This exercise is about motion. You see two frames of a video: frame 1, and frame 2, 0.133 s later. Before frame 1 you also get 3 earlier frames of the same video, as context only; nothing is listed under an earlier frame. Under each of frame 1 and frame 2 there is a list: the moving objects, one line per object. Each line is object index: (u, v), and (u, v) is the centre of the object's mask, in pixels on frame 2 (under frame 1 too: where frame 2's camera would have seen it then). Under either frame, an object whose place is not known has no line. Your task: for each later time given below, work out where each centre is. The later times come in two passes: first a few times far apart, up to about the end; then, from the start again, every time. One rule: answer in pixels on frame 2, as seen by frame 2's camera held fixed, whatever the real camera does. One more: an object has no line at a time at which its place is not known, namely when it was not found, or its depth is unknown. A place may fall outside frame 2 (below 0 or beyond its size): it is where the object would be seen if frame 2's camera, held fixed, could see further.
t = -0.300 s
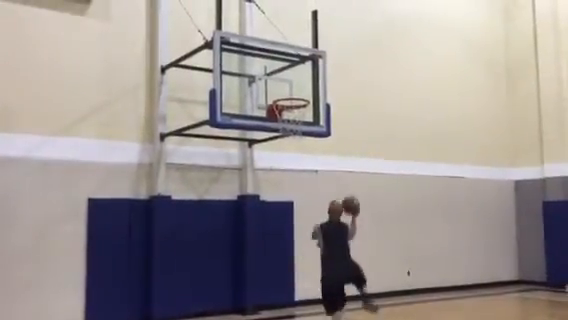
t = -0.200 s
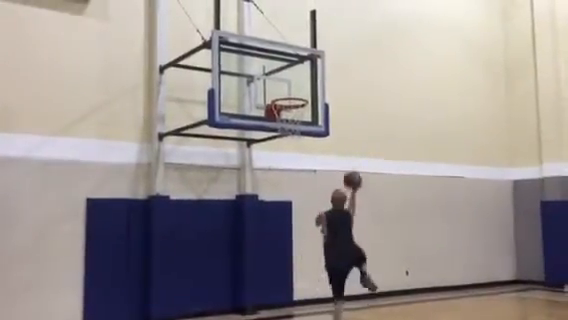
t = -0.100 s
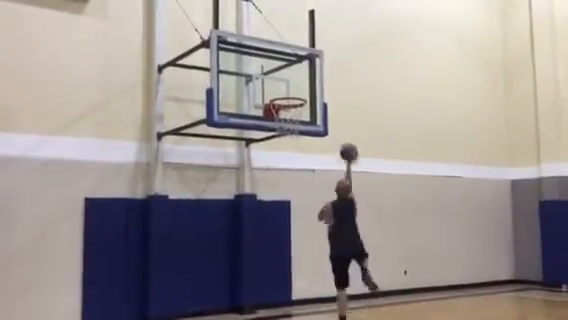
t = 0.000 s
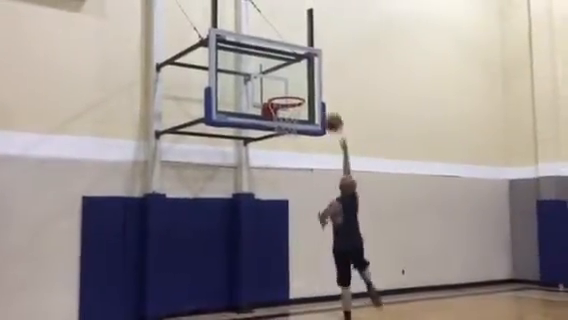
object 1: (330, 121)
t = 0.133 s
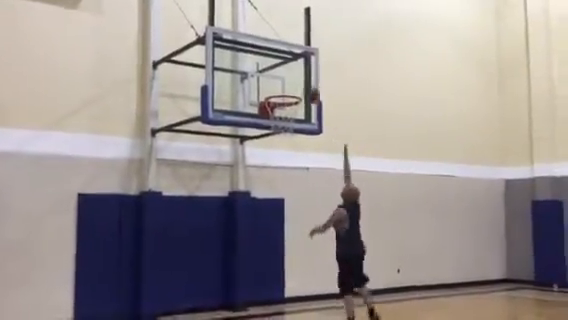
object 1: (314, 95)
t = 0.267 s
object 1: (292, 80)
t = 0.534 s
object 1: (282, 86)
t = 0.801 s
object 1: (285, 121)
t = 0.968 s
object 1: (283, 146)
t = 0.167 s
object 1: (307, 89)
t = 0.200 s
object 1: (300, 86)
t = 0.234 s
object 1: (297, 82)
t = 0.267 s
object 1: (292, 80)
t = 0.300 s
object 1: (288, 79)
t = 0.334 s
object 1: (283, 78)
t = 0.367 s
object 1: (280, 78)
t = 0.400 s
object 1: (280, 78)
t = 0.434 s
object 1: (281, 79)
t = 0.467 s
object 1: (281, 80)
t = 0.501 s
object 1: (282, 82)
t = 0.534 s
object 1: (282, 86)
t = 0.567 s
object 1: (283, 89)
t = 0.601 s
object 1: (283, 95)
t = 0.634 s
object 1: (285, 101)
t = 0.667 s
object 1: (284, 108)
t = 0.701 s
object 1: (286, 114)
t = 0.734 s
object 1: (286, 119)
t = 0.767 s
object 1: (285, 120)
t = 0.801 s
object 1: (285, 121)
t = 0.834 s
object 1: (285, 124)
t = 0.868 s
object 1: (284, 127)
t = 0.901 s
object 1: (283, 135)
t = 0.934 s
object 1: (283, 139)
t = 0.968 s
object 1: (283, 146)
